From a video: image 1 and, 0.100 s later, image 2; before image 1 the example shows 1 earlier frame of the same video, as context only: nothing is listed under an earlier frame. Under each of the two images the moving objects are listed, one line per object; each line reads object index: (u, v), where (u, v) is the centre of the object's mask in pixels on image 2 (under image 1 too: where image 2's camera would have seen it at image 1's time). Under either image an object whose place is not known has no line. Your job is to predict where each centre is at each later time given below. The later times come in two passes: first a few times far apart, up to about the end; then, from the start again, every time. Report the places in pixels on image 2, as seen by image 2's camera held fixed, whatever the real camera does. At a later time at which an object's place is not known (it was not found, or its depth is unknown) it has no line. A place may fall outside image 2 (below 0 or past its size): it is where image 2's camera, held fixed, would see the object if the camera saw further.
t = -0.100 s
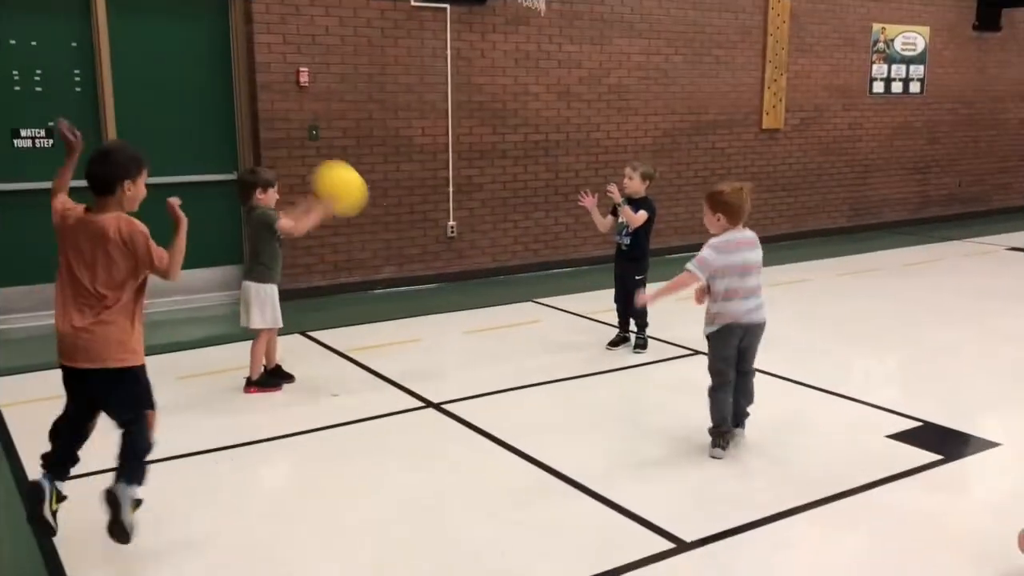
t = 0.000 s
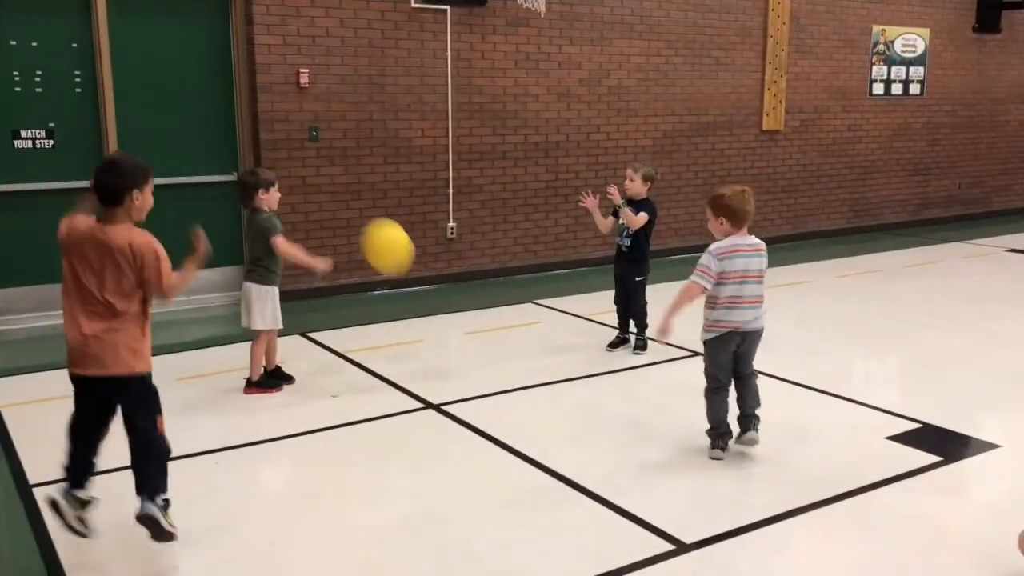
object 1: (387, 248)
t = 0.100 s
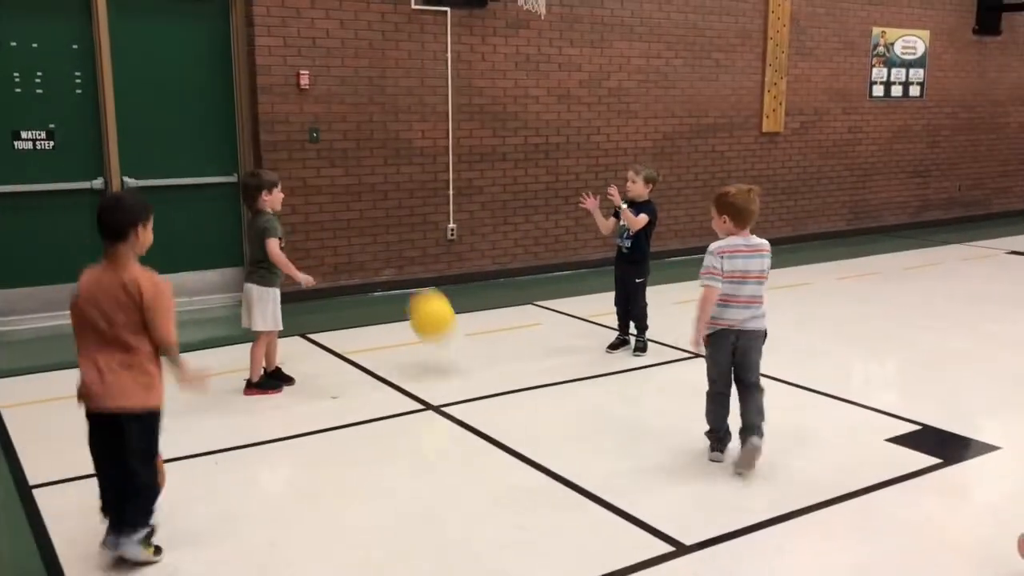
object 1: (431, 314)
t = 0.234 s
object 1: (467, 288)
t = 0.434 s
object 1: (506, 198)
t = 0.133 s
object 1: (446, 344)
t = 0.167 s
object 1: (454, 332)
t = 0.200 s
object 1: (461, 309)
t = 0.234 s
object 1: (467, 288)
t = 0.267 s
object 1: (474, 269)
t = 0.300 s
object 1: (480, 251)
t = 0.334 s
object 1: (487, 236)
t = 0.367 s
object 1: (493, 221)
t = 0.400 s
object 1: (500, 209)
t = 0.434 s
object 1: (506, 198)
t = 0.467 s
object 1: (512, 190)
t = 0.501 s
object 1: (519, 183)
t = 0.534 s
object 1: (525, 178)
